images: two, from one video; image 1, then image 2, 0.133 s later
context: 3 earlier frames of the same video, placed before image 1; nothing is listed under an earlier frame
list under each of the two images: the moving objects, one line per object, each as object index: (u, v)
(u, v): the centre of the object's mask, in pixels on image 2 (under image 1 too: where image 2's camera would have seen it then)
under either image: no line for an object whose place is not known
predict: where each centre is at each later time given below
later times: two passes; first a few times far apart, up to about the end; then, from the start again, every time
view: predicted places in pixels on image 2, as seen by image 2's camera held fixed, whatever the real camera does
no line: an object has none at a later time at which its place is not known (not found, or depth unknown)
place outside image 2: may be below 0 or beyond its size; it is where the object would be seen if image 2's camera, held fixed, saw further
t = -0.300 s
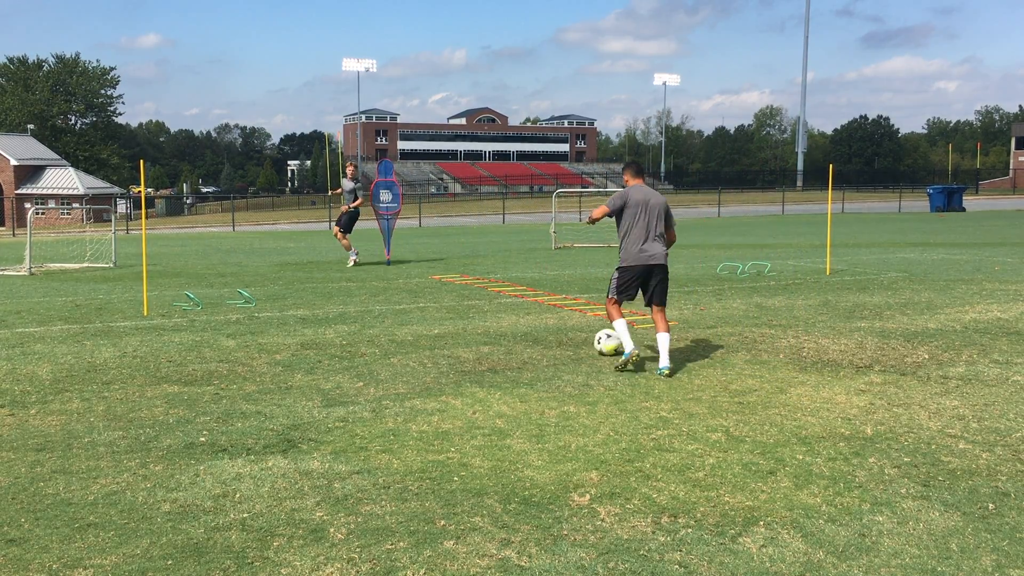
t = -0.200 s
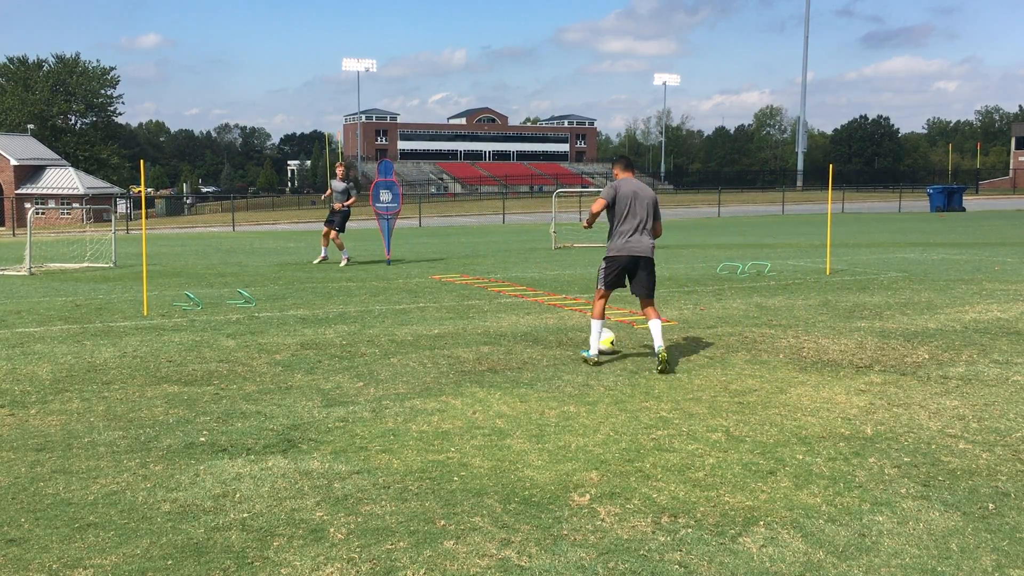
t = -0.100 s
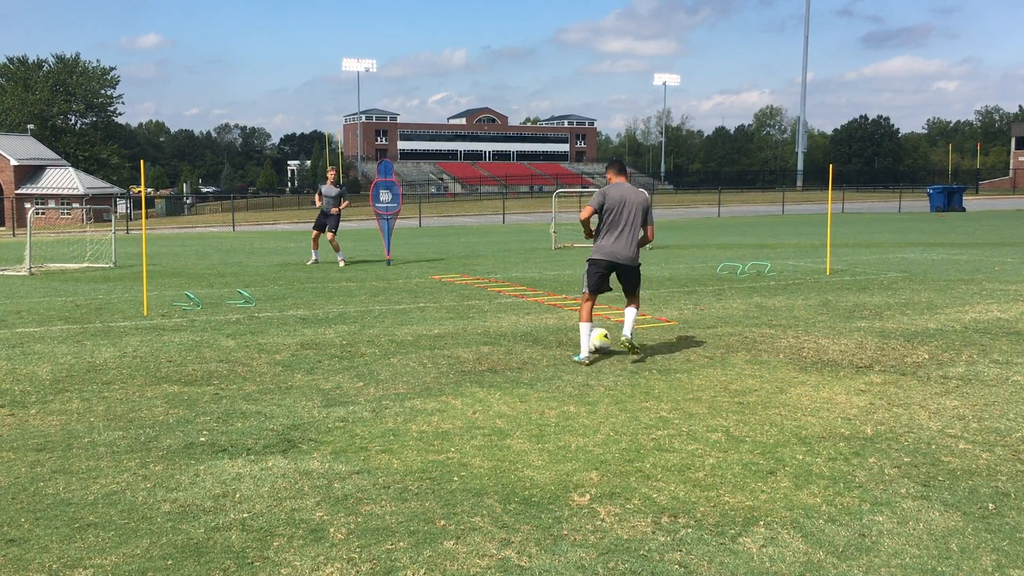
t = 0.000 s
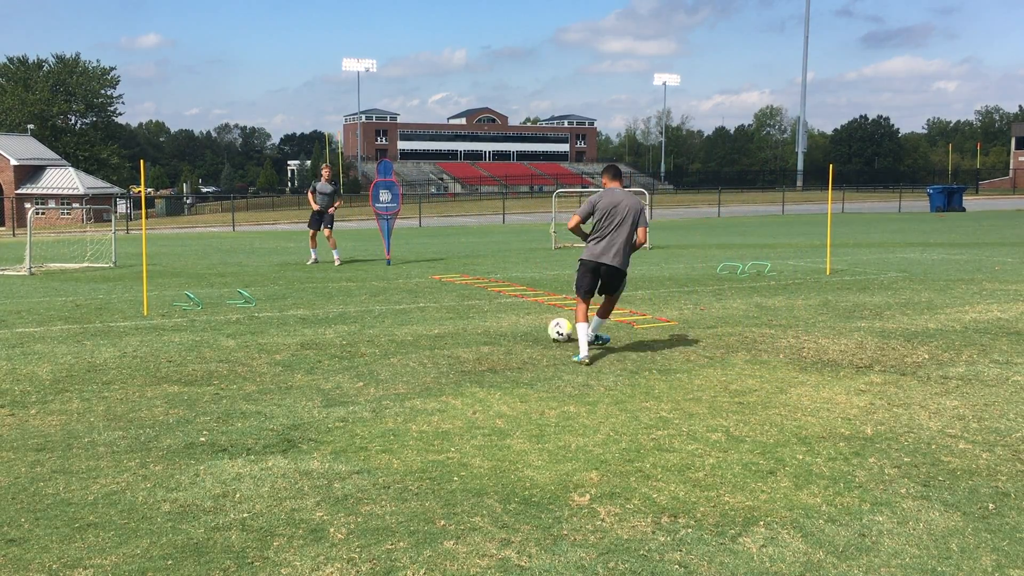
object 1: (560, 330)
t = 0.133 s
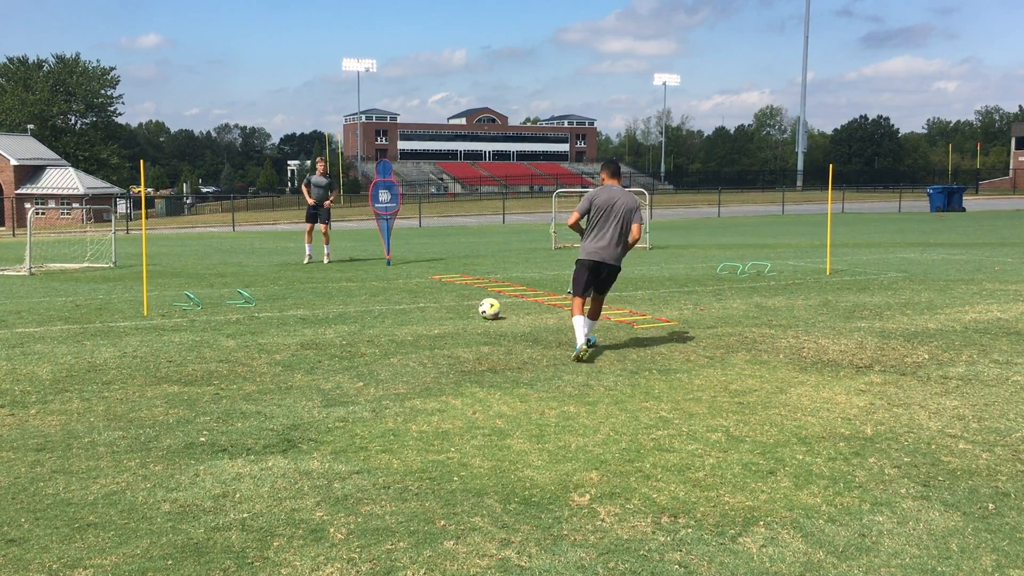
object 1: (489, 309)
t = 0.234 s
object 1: (450, 297)
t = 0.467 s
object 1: (383, 279)
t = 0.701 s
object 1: (339, 271)
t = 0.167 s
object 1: (476, 305)
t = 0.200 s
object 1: (461, 301)
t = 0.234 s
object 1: (450, 297)
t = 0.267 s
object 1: (439, 293)
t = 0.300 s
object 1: (427, 290)
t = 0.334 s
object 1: (417, 289)
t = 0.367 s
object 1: (408, 286)
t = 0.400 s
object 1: (399, 284)
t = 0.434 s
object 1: (391, 281)
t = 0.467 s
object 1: (383, 279)
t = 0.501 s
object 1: (375, 278)
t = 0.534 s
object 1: (368, 277)
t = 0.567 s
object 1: (362, 275)
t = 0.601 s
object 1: (356, 273)
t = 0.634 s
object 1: (350, 272)
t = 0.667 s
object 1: (344, 271)
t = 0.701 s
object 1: (339, 271)
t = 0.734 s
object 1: (334, 269)
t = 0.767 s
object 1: (330, 267)
